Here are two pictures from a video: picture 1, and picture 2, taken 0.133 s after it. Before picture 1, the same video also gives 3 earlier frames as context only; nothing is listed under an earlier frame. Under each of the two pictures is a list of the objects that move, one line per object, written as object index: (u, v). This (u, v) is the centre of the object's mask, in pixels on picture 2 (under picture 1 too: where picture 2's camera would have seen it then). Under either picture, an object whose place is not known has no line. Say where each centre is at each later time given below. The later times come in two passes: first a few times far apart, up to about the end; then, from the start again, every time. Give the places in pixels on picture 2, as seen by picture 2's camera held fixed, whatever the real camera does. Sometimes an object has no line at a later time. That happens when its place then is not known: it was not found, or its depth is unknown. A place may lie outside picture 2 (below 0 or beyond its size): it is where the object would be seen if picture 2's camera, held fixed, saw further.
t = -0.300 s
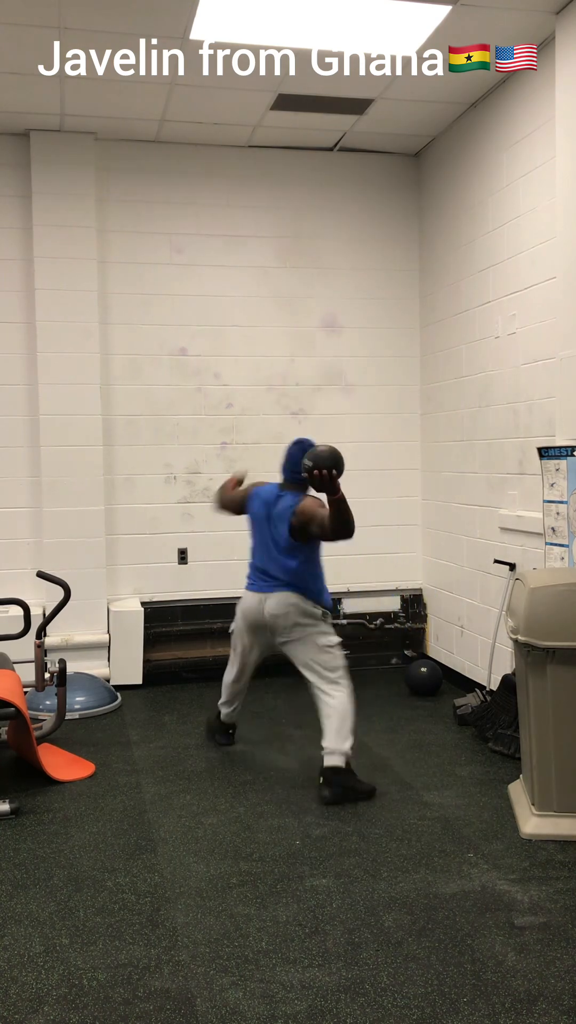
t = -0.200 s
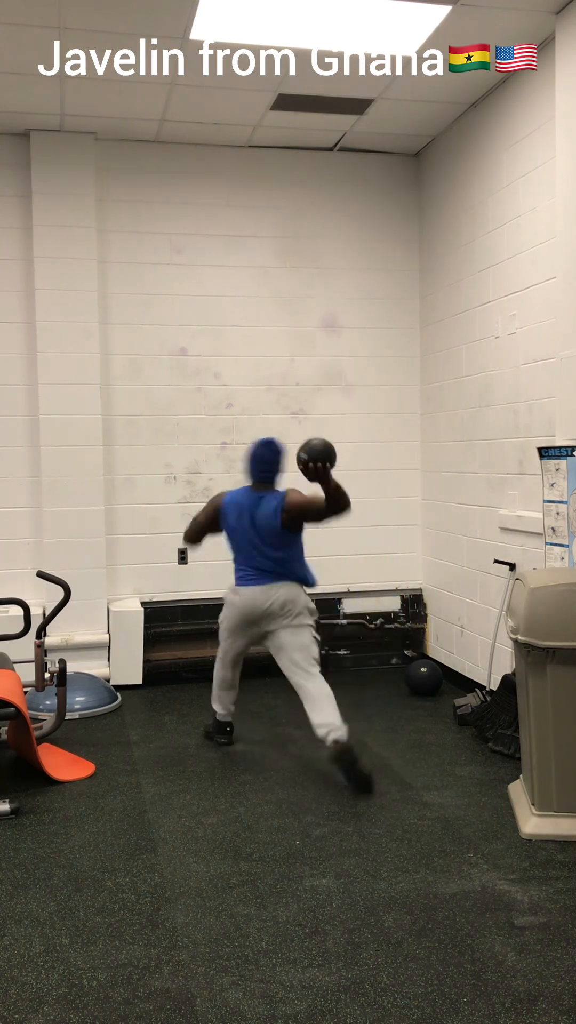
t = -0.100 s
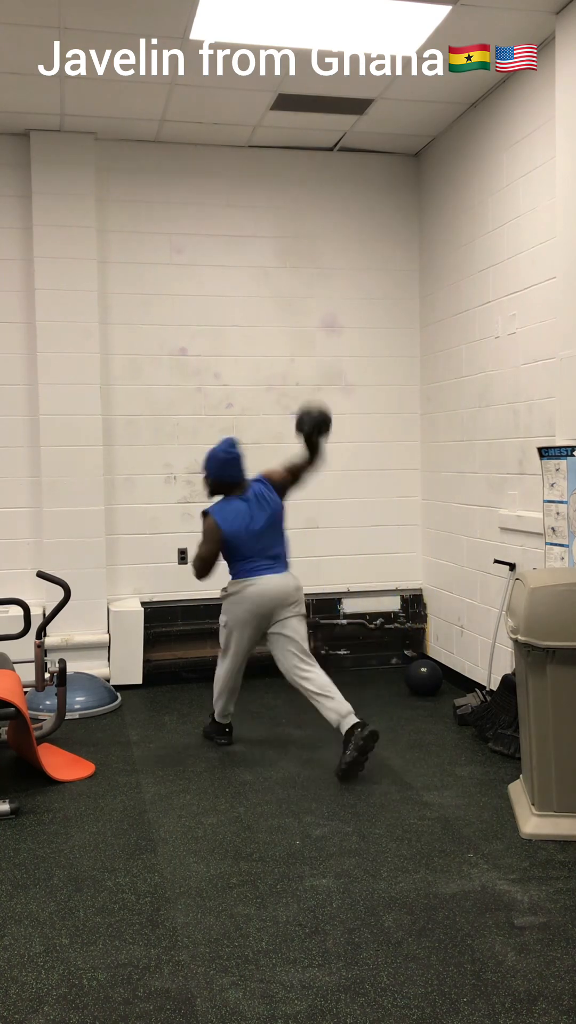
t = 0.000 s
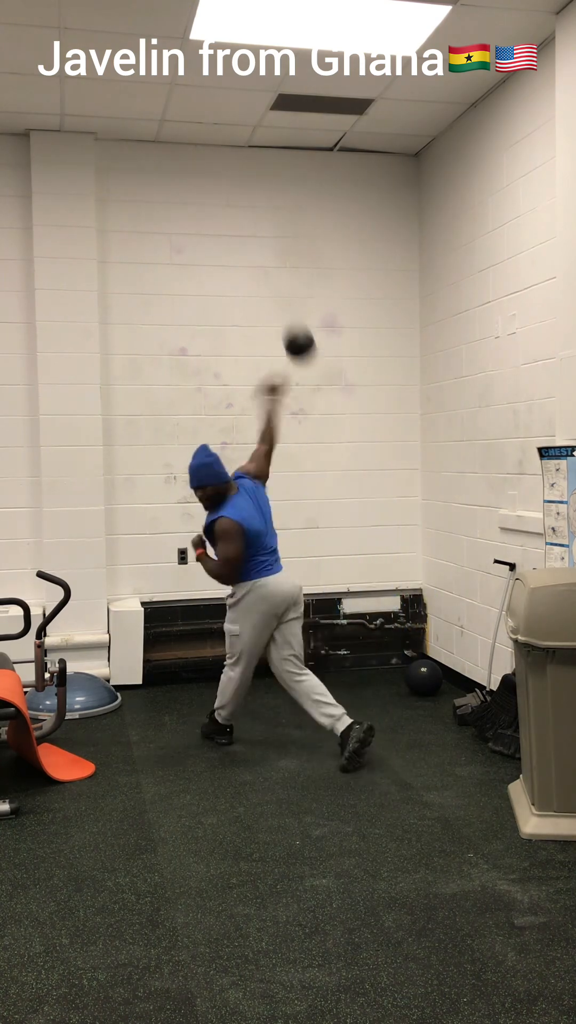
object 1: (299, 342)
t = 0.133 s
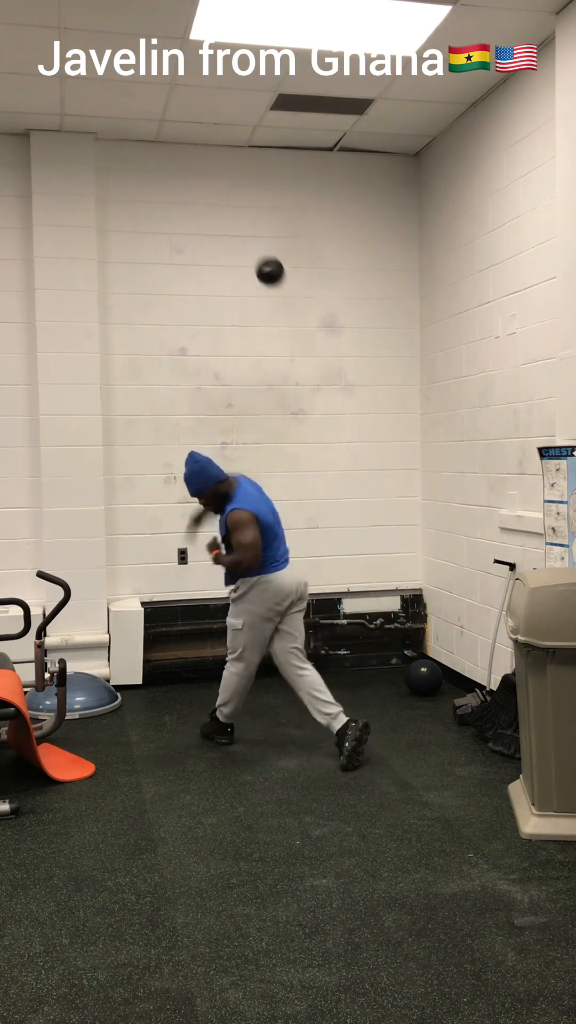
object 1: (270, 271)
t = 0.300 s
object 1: (251, 240)
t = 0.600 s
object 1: (276, 291)
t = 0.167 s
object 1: (264, 260)
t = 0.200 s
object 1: (258, 252)
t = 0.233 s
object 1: (252, 246)
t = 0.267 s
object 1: (249, 243)
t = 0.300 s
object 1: (251, 240)
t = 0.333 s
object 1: (254, 239)
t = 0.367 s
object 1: (257, 240)
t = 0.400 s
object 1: (259, 242)
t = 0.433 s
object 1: (262, 246)
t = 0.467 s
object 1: (265, 252)
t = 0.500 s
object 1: (267, 259)
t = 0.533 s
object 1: (270, 268)
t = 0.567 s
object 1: (273, 278)
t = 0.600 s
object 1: (276, 291)
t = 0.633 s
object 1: (279, 305)
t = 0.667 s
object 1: (282, 320)
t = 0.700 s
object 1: (285, 338)
